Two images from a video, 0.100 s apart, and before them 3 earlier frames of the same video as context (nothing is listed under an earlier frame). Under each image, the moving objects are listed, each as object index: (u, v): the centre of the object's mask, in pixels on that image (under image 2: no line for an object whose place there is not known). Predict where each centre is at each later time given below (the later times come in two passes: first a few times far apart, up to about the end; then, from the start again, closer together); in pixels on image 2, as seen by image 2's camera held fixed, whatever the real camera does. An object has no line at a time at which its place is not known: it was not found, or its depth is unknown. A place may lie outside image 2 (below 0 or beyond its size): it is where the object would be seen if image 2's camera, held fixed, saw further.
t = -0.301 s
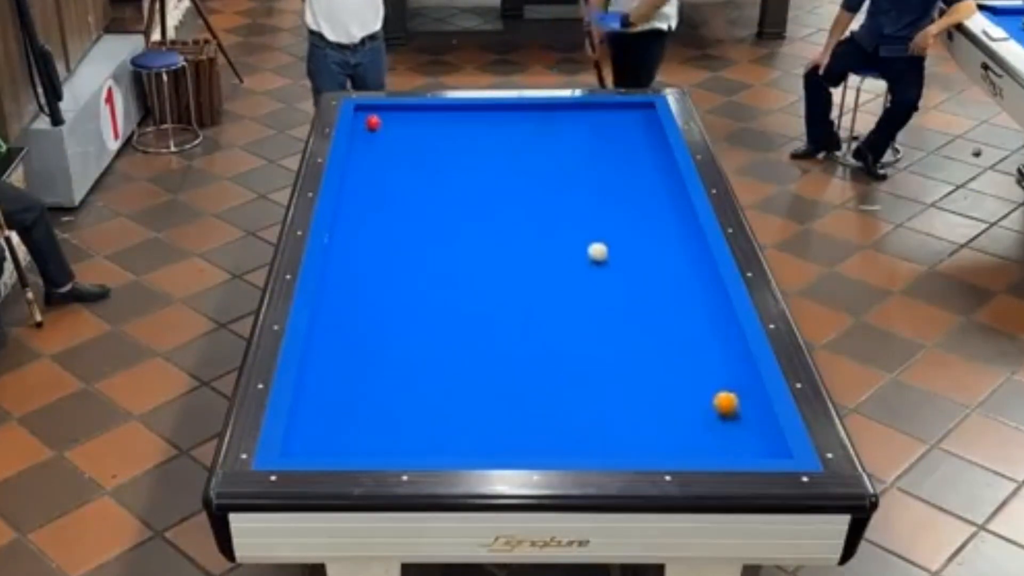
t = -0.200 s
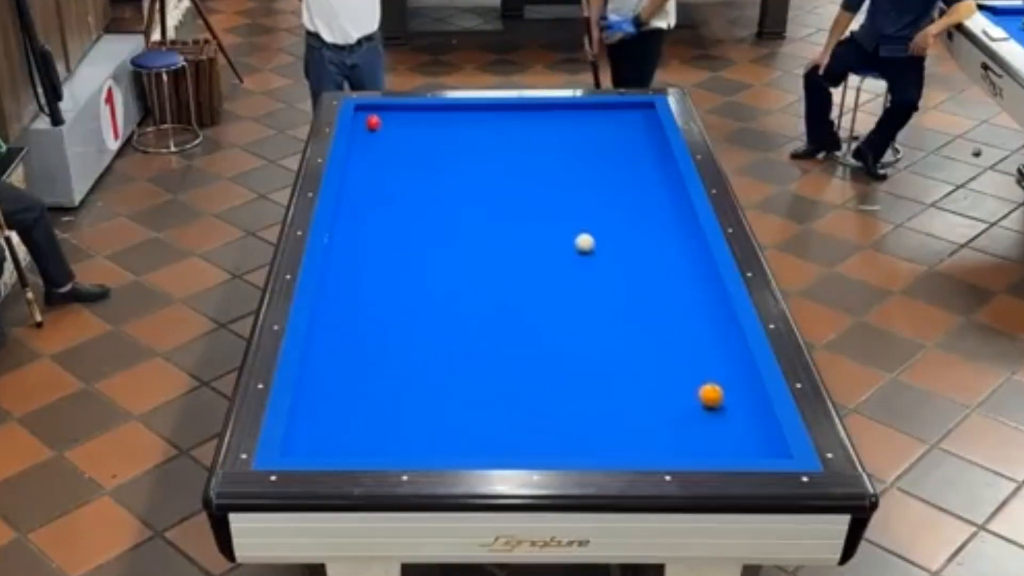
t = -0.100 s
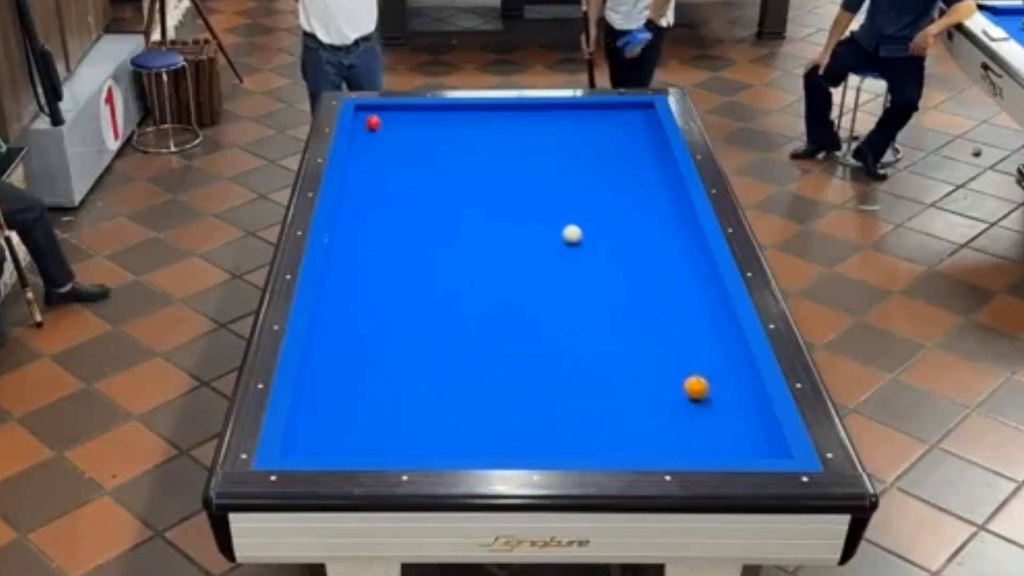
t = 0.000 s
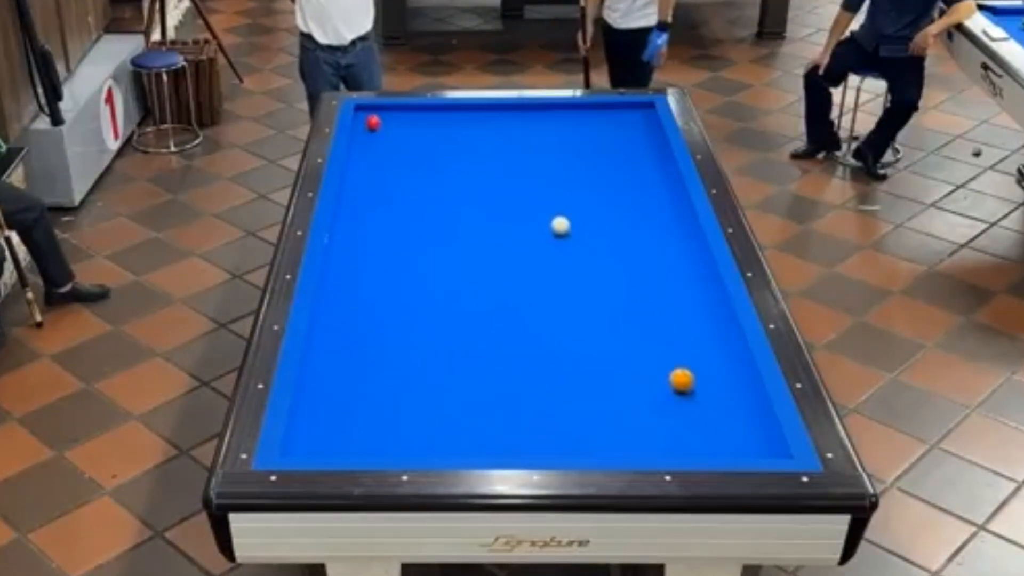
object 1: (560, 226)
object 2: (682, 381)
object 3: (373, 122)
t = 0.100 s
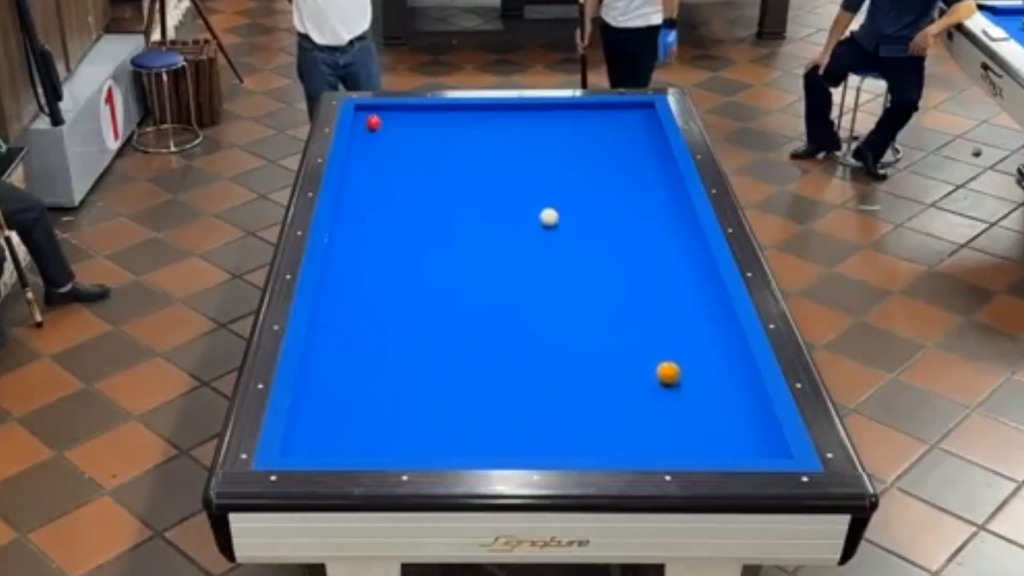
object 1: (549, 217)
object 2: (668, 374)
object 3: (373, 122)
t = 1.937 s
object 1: (391, 110)
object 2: (474, 273)
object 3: (372, 122)
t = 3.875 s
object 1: (360, 141)
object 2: (345, 207)
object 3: (438, 137)
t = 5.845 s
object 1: (358, 153)
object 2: (386, 178)
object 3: (491, 149)
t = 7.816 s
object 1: (358, 153)
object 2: (400, 168)
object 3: (501, 151)
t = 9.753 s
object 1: (358, 154)
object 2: (400, 167)
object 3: (501, 151)
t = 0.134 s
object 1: (545, 215)
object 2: (663, 371)
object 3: (373, 122)
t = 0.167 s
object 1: (542, 212)
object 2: (659, 369)
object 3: (373, 122)
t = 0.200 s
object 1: (538, 210)
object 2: (654, 367)
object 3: (373, 122)
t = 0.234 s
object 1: (534, 207)
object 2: (650, 364)
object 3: (373, 122)
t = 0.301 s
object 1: (527, 202)
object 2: (642, 360)
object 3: (373, 122)
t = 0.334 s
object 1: (524, 200)
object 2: (638, 357)
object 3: (373, 122)
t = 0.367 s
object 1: (520, 197)
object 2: (633, 355)
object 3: (373, 122)
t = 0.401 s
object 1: (517, 194)
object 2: (629, 353)
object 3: (373, 122)
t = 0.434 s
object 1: (514, 192)
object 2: (625, 351)
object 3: (373, 122)
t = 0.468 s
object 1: (510, 190)
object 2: (621, 349)
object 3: (373, 122)
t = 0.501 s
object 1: (507, 187)
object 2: (617, 347)
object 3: (373, 122)
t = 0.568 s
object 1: (501, 183)
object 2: (609, 343)
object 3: (373, 122)
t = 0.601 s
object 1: (498, 180)
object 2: (605, 341)
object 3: (373, 122)
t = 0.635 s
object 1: (494, 178)
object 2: (601, 339)
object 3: (373, 122)
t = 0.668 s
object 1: (491, 176)
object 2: (597, 337)
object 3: (373, 122)
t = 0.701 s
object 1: (488, 174)
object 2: (593, 335)
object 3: (373, 122)
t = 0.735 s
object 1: (485, 171)
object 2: (590, 333)
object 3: (373, 122)
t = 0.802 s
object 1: (479, 167)
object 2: (582, 329)
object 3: (373, 122)
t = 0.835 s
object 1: (476, 164)
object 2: (578, 327)
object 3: (373, 122)
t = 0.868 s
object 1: (473, 163)
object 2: (575, 325)
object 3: (373, 122)
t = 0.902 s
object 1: (470, 160)
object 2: (571, 323)
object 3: (373, 122)
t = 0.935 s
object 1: (467, 158)
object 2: (567, 321)
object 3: (373, 122)
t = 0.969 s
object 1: (464, 156)
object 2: (564, 320)
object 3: (373, 122)
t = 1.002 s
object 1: (461, 154)
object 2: (561, 318)
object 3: (373, 122)
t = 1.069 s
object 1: (456, 150)
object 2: (553, 314)
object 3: (373, 122)
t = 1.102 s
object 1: (453, 148)
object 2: (550, 312)
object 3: (373, 122)
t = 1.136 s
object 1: (450, 146)
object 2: (547, 311)
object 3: (373, 122)
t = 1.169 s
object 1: (448, 145)
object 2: (544, 309)
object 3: (373, 122)
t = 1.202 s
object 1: (445, 142)
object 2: (540, 307)
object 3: (373, 122)
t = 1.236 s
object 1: (443, 141)
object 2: (537, 306)
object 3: (373, 122)
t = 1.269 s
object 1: (440, 139)
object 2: (534, 304)
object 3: (373, 122)
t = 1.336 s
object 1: (435, 135)
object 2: (527, 301)
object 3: (373, 122)
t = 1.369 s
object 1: (433, 133)
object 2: (524, 299)
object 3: (373, 122)
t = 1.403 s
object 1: (430, 131)
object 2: (521, 298)
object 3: (373, 122)
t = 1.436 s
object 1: (427, 129)
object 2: (517, 296)
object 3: (373, 122)
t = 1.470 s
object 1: (425, 127)
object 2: (515, 294)
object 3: (373, 122)
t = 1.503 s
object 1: (423, 126)
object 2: (511, 292)
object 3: (373, 122)
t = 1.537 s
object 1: (420, 124)
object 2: (508, 291)
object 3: (373, 122)
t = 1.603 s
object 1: (415, 121)
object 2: (502, 288)
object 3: (373, 122)
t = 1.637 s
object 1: (413, 119)
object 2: (499, 286)
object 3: (373, 122)
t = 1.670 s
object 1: (411, 117)
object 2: (496, 284)
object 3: (373, 122)
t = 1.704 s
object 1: (409, 116)
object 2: (493, 283)
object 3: (373, 122)
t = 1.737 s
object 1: (406, 114)
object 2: (491, 282)
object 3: (373, 122)
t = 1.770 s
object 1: (404, 112)
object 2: (488, 280)
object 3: (373, 122)
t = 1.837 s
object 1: (400, 109)
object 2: (482, 277)
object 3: (373, 122)
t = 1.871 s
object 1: (397, 107)
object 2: (479, 275)
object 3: (373, 122)
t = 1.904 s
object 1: (394, 108)
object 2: (476, 274)
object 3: (373, 122)
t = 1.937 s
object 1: (391, 110)
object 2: (474, 273)
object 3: (372, 122)
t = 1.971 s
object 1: (388, 111)
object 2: (471, 271)
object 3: (372, 122)
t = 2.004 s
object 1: (385, 111)
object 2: (468, 270)
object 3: (372, 122)
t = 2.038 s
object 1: (383, 112)
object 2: (466, 268)
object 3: (372, 122)
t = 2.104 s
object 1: (377, 112)
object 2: (460, 266)
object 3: (372, 123)
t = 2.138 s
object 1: (373, 113)
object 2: (458, 264)
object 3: (372, 123)
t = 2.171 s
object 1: (369, 113)
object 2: (455, 263)
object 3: (372, 123)
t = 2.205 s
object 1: (366, 115)
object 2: (452, 262)
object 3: (372, 123)
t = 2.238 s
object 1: (363, 117)
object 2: (450, 261)
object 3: (373, 123)
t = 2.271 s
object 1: (361, 118)
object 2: (447, 259)
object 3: (373, 123)
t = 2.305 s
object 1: (360, 119)
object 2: (445, 258)
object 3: (373, 123)
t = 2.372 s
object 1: (360, 120)
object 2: (439, 255)
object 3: (375, 123)
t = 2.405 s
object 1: (360, 121)
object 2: (437, 254)
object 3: (376, 123)
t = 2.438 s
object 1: (359, 121)
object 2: (435, 253)
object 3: (377, 123)
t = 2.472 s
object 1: (359, 122)
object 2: (432, 252)
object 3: (379, 123)
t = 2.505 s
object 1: (359, 123)
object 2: (430, 250)
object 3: (381, 124)
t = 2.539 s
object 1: (358, 123)
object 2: (428, 250)
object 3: (382, 124)
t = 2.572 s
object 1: (358, 123)
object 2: (426, 248)
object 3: (384, 125)
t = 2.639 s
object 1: (358, 125)
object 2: (421, 246)
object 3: (387, 125)
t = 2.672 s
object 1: (358, 125)
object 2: (418, 245)
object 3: (389, 126)
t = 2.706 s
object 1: (358, 126)
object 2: (416, 243)
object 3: (391, 126)
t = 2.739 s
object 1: (358, 126)
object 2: (413, 242)
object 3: (392, 126)
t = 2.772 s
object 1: (358, 127)
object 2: (411, 241)
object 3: (393, 127)
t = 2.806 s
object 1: (358, 127)
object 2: (409, 239)
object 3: (395, 127)
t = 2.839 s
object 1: (358, 128)
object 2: (407, 238)
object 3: (397, 127)
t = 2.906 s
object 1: (358, 129)
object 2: (403, 236)
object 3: (400, 128)
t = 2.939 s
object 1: (358, 129)
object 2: (400, 235)
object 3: (401, 129)
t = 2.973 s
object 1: (359, 130)
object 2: (398, 234)
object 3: (403, 129)
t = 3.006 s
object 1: (359, 130)
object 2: (396, 233)
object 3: (404, 129)
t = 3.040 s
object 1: (359, 130)
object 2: (394, 232)
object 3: (405, 130)
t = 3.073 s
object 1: (359, 131)
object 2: (392, 231)
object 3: (407, 130)
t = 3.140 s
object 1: (359, 132)
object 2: (387, 229)
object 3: (409, 131)
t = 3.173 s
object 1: (359, 132)
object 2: (385, 228)
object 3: (411, 131)
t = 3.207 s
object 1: (359, 133)
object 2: (383, 227)
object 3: (413, 132)
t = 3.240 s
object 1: (359, 133)
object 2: (381, 226)
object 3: (414, 132)
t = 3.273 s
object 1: (359, 133)
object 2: (379, 225)
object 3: (416, 132)
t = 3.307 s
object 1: (359, 134)
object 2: (377, 223)
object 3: (417, 132)
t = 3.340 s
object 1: (359, 134)
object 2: (376, 222)
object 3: (418, 132)
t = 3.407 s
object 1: (359, 135)
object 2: (372, 221)
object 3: (421, 133)
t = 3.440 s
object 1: (359, 135)
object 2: (369, 220)
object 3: (422, 134)
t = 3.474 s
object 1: (359, 136)
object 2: (368, 219)
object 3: (423, 134)
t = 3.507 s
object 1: (359, 136)
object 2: (366, 217)
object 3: (425, 134)
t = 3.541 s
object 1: (359, 137)
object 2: (364, 216)
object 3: (426, 134)
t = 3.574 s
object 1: (359, 137)
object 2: (363, 215)
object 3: (428, 134)
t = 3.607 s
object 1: (359, 137)
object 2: (360, 214)
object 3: (428, 135)
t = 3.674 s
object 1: (359, 138)
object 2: (357, 213)
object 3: (432, 136)
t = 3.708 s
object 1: (359, 139)
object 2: (355, 212)
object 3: (432, 136)
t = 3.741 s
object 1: (359, 139)
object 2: (353, 211)
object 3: (433, 136)
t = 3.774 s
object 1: (360, 140)
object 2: (351, 210)
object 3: (435, 137)
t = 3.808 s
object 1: (360, 140)
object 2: (350, 209)
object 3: (436, 137)
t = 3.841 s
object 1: (360, 140)
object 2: (348, 208)
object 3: (437, 137)
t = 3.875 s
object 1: (360, 141)
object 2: (345, 207)
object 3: (438, 137)
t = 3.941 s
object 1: (360, 141)
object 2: (342, 206)
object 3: (441, 138)
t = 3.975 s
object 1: (360, 141)
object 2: (341, 205)
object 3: (442, 138)
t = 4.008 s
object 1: (360, 142)
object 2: (342, 204)
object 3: (443, 138)
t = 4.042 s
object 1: (360, 142)
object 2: (343, 203)
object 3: (445, 139)
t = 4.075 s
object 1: (360, 143)
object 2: (345, 203)
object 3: (446, 139)
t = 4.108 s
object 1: (360, 143)
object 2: (346, 202)
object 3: (447, 140)
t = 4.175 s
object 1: (360, 144)
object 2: (348, 201)
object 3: (449, 140)
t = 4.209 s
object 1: (360, 144)
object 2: (349, 200)
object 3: (450, 140)
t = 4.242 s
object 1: (360, 144)
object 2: (350, 200)
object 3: (451, 141)
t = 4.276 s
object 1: (360, 144)
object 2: (351, 199)
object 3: (452, 141)
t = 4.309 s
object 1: (360, 144)
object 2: (352, 199)
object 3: (453, 141)
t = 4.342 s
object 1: (360, 145)
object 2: (353, 198)
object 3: (454, 141)
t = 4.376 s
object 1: (360, 145)
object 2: (354, 197)
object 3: (455, 142)
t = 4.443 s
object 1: (360, 146)
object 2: (356, 196)
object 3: (458, 142)
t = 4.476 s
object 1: (360, 146)
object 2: (357, 196)
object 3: (459, 142)
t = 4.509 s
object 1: (360, 146)
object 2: (358, 195)
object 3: (459, 142)
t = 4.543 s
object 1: (360, 146)
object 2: (359, 195)
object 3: (460, 143)
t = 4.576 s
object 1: (360, 146)
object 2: (359, 194)
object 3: (462, 143)
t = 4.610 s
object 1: (360, 147)
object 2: (360, 194)
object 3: (462, 143)
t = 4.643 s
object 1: (360, 147)
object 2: (361, 193)
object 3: (464, 143)
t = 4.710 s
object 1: (360, 147)
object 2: (363, 192)
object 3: (466, 144)
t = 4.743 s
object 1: (360, 148)
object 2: (364, 191)
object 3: (467, 143)
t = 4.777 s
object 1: (360, 148)
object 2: (365, 191)
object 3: (467, 144)
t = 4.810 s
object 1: (360, 148)
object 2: (365, 191)
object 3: (468, 144)
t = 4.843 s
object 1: (360, 149)
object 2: (366, 190)
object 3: (469, 144)
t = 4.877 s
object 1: (360, 149)
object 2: (367, 189)
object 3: (470, 145)
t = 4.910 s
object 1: (360, 149)
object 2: (368, 189)
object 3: (471, 145)
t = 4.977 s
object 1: (360, 150)
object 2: (369, 188)
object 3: (472, 145)
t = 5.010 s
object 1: (359, 150)
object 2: (370, 188)
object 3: (473, 145)
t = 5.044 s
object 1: (359, 150)
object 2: (371, 188)
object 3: (474, 145)
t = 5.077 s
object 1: (359, 150)
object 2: (372, 187)
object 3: (475, 146)
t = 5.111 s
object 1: (359, 150)
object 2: (372, 187)
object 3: (476, 146)
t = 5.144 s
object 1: (359, 151)
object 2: (373, 186)
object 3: (477, 146)
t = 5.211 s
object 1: (359, 151)
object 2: (374, 185)
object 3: (478, 147)
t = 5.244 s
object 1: (359, 151)
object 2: (375, 185)
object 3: (479, 147)
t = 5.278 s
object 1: (359, 151)
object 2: (376, 184)
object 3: (480, 147)
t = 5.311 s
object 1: (359, 151)
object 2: (376, 184)
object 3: (481, 147)
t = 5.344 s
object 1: (359, 151)
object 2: (377, 183)
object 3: (481, 147)
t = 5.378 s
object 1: (359, 151)
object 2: (378, 183)
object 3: (482, 147)
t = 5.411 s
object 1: (359, 151)
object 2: (379, 182)
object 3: (483, 147)
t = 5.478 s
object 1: (358, 152)
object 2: (380, 182)
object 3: (484, 147)
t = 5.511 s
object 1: (358, 152)
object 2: (380, 182)
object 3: (485, 147)
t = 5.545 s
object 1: (358, 152)
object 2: (381, 181)
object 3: (485, 147)
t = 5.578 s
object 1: (358, 152)
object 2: (381, 181)
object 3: (486, 147)
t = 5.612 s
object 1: (358, 152)
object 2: (382, 181)
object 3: (487, 148)
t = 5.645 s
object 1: (358, 152)
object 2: (383, 180)
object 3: (488, 148)
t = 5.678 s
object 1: (358, 153)
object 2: (383, 180)
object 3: (488, 149)
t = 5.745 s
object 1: (358, 153)
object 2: (384, 179)
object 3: (490, 149)
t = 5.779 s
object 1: (358, 153)
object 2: (385, 179)
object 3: (490, 149)
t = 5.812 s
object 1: (358, 153)
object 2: (385, 178)
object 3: (490, 149)
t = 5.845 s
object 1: (358, 153)
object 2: (386, 178)
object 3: (491, 149)
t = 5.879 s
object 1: (358, 153)
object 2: (386, 178)
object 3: (491, 149)
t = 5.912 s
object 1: (358, 153)
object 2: (387, 178)
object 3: (491, 149)
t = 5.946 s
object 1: (358, 153)
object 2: (387, 177)
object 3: (492, 149)
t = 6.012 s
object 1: (358, 153)
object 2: (388, 177)
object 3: (493, 150)
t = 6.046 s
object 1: (358, 153)
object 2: (389, 176)
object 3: (494, 149)
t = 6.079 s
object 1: (358, 153)
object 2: (389, 176)
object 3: (494, 150)
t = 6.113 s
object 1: (358, 153)
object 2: (390, 176)
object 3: (495, 150)
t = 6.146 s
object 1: (358, 153)
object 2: (390, 176)
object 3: (495, 149)
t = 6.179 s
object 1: (358, 153)
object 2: (391, 175)
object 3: (496, 150)
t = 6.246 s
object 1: (358, 153)
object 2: (391, 175)
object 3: (496, 150)
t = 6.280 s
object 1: (358, 153)
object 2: (391, 175)
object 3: (497, 150)
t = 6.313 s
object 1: (358, 153)
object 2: (391, 175)
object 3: (497, 150)
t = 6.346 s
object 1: (358, 153)
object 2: (392, 174)
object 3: (497, 150)
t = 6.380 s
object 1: (358, 153)
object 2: (392, 174)
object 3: (498, 150)
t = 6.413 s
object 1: (358, 153)
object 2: (393, 173)
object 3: (498, 150)
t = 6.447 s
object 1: (358, 153)
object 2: (393, 173)
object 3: (498, 150)
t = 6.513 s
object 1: (358, 153)
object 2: (394, 173)
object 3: (500, 151)
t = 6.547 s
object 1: (358, 153)
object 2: (394, 173)
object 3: (500, 150)
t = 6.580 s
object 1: (358, 153)
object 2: (394, 173)
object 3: (500, 151)
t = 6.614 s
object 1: (358, 153)
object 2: (395, 172)
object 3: (500, 150)
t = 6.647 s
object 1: (358, 153)
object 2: (395, 172)
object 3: (500, 150)
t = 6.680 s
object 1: (358, 153)
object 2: (395, 172)
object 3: (500, 151)
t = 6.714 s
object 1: (358, 153)
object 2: (396, 171)
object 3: (500, 150)
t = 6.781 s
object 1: (358, 153)
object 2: (397, 171)
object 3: (501, 150)
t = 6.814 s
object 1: (358, 153)
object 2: (397, 171)
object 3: (501, 151)
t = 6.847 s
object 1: (358, 153)
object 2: (397, 170)
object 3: (501, 150)
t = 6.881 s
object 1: (358, 153)
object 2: (397, 170)
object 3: (501, 151)
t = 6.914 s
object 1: (358, 153)
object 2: (398, 170)
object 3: (501, 151)
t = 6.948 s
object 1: (358, 153)
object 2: (398, 170)
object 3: (501, 151)
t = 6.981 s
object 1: (358, 153)
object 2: (398, 170)
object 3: (501, 150)
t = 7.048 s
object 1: (358, 153)
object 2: (398, 170)
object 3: (501, 151)
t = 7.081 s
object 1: (358, 153)
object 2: (398, 170)
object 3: (501, 151)
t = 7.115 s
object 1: (358, 153)
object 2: (399, 169)
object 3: (501, 151)
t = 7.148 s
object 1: (358, 153)
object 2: (399, 169)
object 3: (501, 151)
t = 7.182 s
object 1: (358, 153)
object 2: (399, 169)
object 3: (501, 151)
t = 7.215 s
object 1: (358, 153)
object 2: (399, 169)
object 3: (502, 151)
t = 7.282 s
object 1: (358, 153)
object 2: (400, 169)
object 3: (502, 151)
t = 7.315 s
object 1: (358, 153)
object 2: (400, 169)
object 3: (502, 151)
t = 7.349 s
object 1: (358, 153)
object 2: (400, 169)
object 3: (502, 151)
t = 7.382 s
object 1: (358, 153)
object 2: (400, 169)
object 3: (502, 151)
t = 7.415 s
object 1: (358, 153)
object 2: (399, 169)
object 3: (502, 151)
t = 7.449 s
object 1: (358, 153)
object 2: (400, 169)
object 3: (502, 151)
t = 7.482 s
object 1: (358, 153)
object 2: (400, 168)
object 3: (502, 151)
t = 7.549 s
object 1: (358, 153)
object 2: (400, 168)
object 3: (502, 151)
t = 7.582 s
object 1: (358, 153)
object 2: (400, 168)
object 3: (502, 151)
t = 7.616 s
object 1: (358, 153)
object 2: (400, 168)
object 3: (502, 151)
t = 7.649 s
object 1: (358, 153)
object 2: (400, 168)
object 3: (502, 151)
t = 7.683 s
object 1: (358, 153)
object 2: (400, 168)
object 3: (502, 151)
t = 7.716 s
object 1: (358, 153)
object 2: (400, 168)
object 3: (502, 151)
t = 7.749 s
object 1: (358, 153)
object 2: (400, 168)
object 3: (502, 151)
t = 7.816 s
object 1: (358, 153)
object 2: (400, 168)
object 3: (501, 151)
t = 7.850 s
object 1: (358, 153)
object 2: (400, 168)
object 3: (501, 151)
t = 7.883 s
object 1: (358, 153)
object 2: (400, 168)
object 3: (501, 151)
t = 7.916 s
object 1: (358, 153)
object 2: (400, 168)
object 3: (501, 151)
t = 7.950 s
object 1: (358, 153)
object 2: (400, 168)
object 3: (501, 151)
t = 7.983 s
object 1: (358, 153)
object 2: (400, 168)
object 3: (501, 151)
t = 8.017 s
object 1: (358, 153)
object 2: (400, 168)
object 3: (501, 151)
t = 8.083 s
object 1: (358, 153)
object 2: (400, 167)
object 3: (501, 151)
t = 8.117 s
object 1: (358, 153)
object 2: (400, 167)
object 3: (501, 151)
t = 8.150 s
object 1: (358, 153)
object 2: (400, 167)
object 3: (501, 151)
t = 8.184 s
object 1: (358, 153)
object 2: (400, 167)
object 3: (501, 151)
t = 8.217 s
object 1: (358, 153)
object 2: (400, 167)
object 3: (501, 151)
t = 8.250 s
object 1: (358, 153)
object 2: (400, 167)
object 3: (501, 151)
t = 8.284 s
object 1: (358, 153)
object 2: (400, 167)
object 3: (501, 151)
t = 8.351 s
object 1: (358, 153)
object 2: (400, 167)
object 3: (501, 151)
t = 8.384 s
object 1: (358, 153)
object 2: (400, 167)
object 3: (501, 151)
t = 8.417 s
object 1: (358, 153)
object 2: (400, 167)
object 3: (501, 151)
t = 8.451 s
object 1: (358, 153)
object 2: (400, 167)
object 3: (501, 151)
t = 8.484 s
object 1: (358, 153)
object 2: (400, 167)
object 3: (501, 151)
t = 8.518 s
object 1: (358, 153)
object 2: (400, 167)
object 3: (501, 151)
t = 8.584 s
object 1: (358, 153)
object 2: (400, 167)
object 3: (501, 151)
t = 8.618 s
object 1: (358, 153)
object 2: (400, 167)
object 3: (501, 151)
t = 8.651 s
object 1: (358, 153)
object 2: (400, 167)
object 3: (501, 151)
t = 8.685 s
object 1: (358, 153)
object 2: (400, 167)
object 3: (501, 151)
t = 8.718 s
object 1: (358, 153)
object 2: (400, 167)
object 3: (501, 151)
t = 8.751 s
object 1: (358, 153)
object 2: (400, 167)
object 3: (501, 151)
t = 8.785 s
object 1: (358, 153)
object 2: (400, 167)
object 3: (501, 151)
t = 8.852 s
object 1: (358, 153)
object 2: (400, 167)
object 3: (501, 151)
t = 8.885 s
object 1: (358, 153)
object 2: (400, 167)
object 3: (501, 151)
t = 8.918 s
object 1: (358, 153)
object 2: (400, 167)
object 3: (501, 151)
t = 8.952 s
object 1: (358, 153)
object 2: (400, 167)
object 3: (501, 151)
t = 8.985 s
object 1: (358, 153)
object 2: (400, 167)
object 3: (501, 151)
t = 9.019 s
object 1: (358, 153)
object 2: (400, 167)
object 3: (501, 151)
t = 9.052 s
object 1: (358, 153)
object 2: (400, 167)
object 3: (501, 151)
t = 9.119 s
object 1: (358, 153)
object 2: (400, 167)
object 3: (501, 151)
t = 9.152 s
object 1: (358, 153)
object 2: (400, 167)
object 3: (501, 151)
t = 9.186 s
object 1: (358, 153)
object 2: (400, 167)
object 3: (501, 151)
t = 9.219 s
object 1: (358, 153)
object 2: (400, 167)
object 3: (501, 151)
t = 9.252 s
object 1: (358, 154)
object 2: (400, 167)
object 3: (501, 151)
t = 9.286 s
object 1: (358, 153)
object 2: (400, 167)
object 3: (501, 151)
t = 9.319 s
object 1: (358, 153)
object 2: (400, 167)
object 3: (501, 151)
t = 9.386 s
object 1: (358, 153)
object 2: (400, 167)
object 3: (501, 151)
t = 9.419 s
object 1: (358, 154)
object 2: (400, 167)
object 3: (501, 151)
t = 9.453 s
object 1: (358, 154)
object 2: (400, 167)
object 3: (501, 151)
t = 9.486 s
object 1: (358, 154)
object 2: (400, 167)
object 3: (501, 151)
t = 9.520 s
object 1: (358, 153)
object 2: (400, 167)
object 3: (501, 151)
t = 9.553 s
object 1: (358, 154)
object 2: (400, 167)
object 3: (501, 151)
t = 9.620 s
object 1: (358, 154)
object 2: (400, 167)
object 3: (501, 151)
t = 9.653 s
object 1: (358, 154)
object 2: (400, 167)
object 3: (501, 151)
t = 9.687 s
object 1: (358, 154)
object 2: (400, 167)
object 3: (501, 151)
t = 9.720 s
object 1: (358, 154)
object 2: (400, 167)
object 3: (501, 151)
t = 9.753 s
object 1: (358, 154)
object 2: (400, 167)
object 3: (501, 151)
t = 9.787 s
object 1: (358, 153)
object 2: (400, 167)
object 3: (501, 151)
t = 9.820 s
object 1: (358, 153)
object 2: (400, 167)
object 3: (501, 151)
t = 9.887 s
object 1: (358, 153)
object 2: (400, 167)
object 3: (501, 151)
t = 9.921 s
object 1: (358, 153)
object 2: (400, 167)
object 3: (501, 151)
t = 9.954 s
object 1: (358, 153)
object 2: (400, 167)
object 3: (501, 151)
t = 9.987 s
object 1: (358, 153)
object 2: (400, 167)
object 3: (501, 151)
